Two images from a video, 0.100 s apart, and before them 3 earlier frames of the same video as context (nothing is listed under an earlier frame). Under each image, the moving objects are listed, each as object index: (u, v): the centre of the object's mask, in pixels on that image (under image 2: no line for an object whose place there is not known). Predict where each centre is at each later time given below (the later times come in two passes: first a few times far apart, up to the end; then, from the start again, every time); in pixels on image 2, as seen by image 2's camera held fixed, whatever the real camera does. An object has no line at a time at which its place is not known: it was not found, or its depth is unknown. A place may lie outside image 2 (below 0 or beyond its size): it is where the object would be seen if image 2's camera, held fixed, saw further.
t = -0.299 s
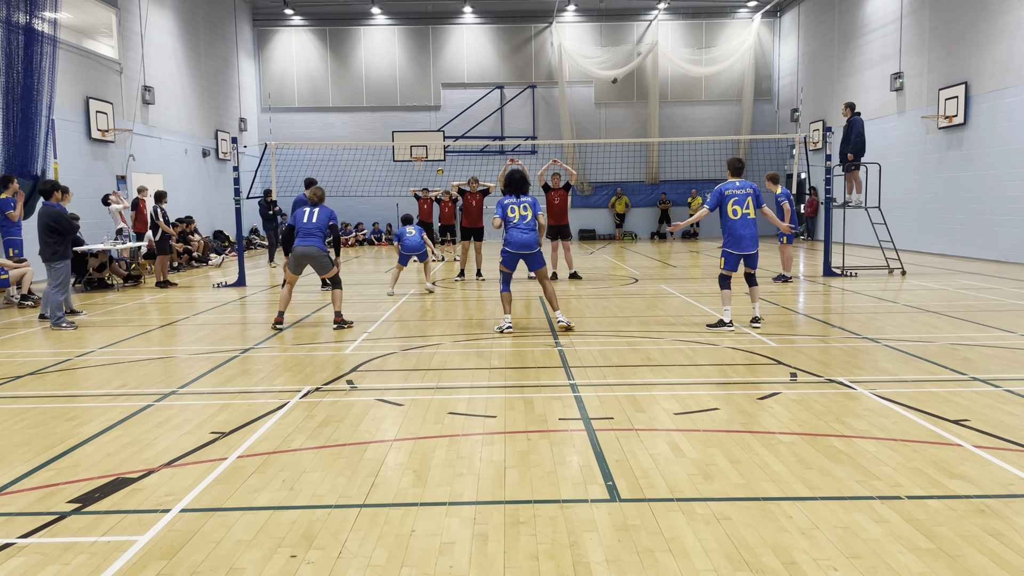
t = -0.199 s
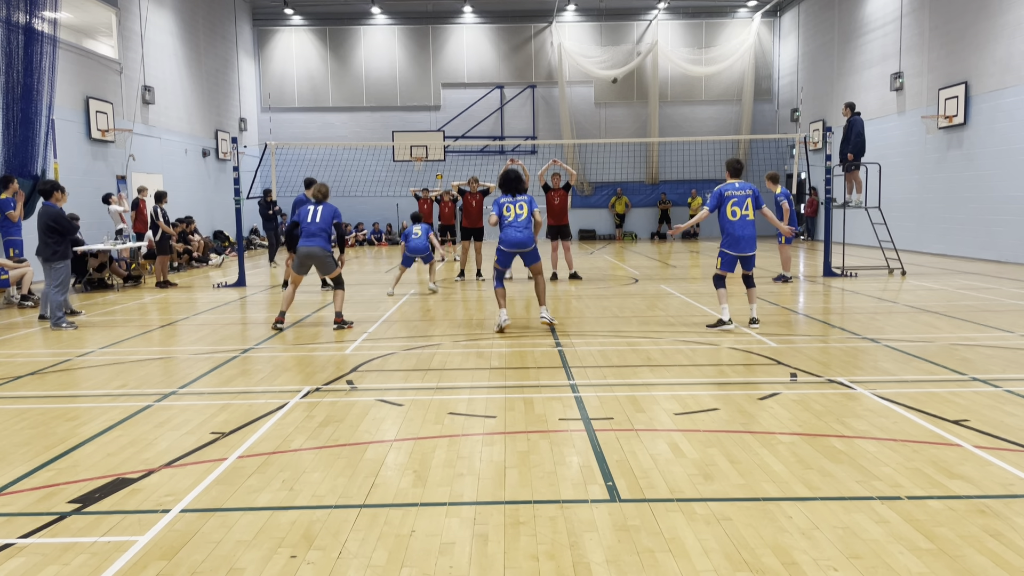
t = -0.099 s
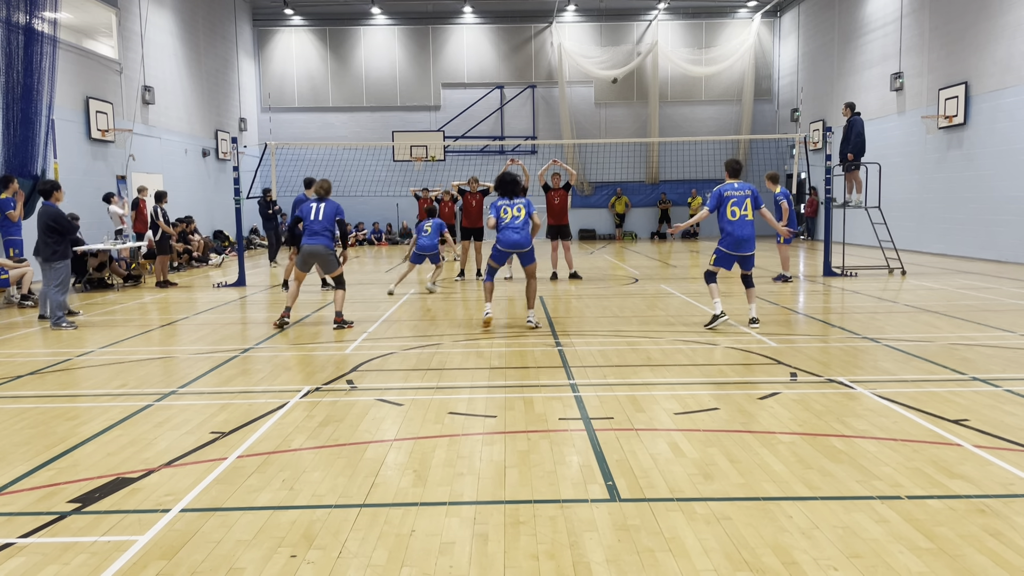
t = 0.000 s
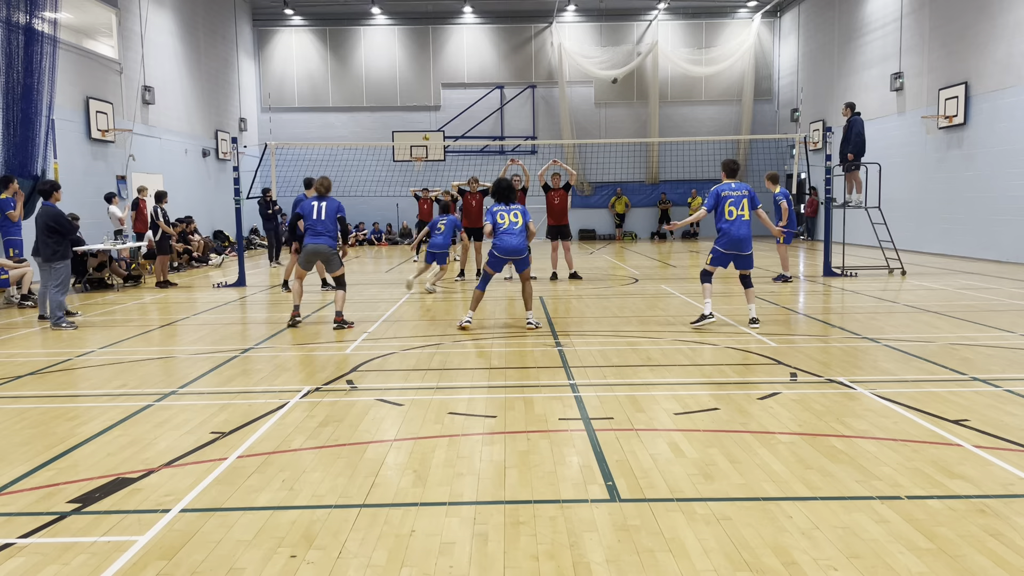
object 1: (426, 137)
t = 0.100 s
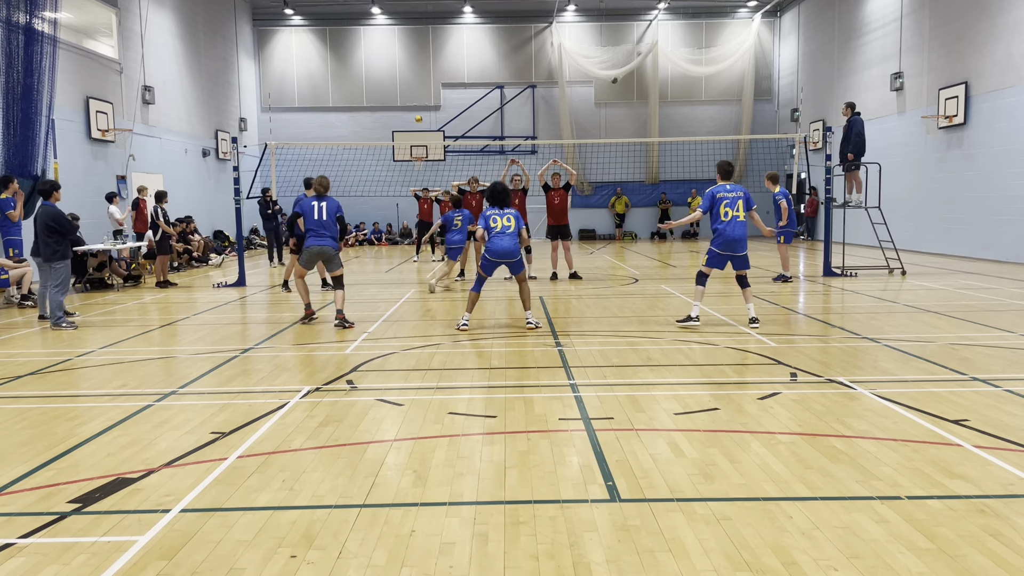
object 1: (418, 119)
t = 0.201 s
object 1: (411, 102)
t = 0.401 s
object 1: (394, 78)
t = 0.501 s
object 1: (384, 70)
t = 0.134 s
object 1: (416, 113)
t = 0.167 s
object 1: (414, 107)
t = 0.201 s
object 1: (411, 102)
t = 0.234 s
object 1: (408, 98)
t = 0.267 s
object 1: (405, 93)
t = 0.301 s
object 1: (402, 89)
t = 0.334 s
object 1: (400, 85)
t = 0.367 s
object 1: (397, 81)
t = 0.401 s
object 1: (394, 78)
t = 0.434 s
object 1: (391, 75)
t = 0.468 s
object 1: (387, 73)
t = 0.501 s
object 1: (384, 70)
